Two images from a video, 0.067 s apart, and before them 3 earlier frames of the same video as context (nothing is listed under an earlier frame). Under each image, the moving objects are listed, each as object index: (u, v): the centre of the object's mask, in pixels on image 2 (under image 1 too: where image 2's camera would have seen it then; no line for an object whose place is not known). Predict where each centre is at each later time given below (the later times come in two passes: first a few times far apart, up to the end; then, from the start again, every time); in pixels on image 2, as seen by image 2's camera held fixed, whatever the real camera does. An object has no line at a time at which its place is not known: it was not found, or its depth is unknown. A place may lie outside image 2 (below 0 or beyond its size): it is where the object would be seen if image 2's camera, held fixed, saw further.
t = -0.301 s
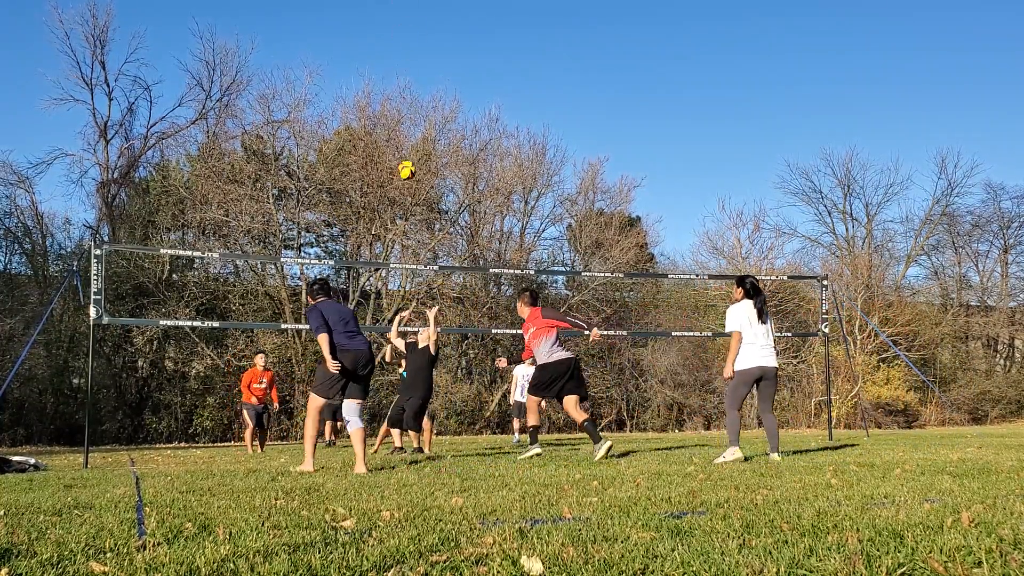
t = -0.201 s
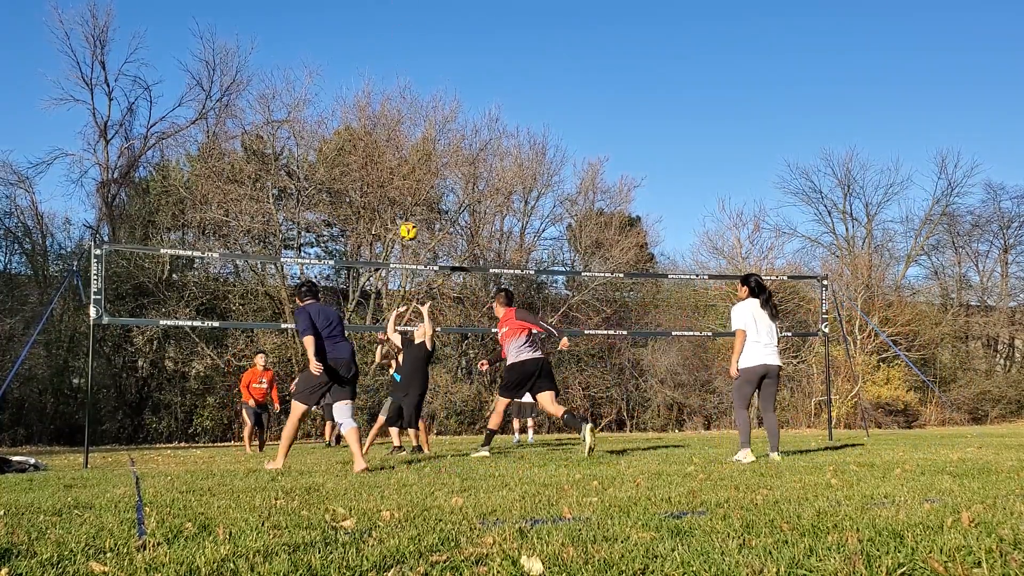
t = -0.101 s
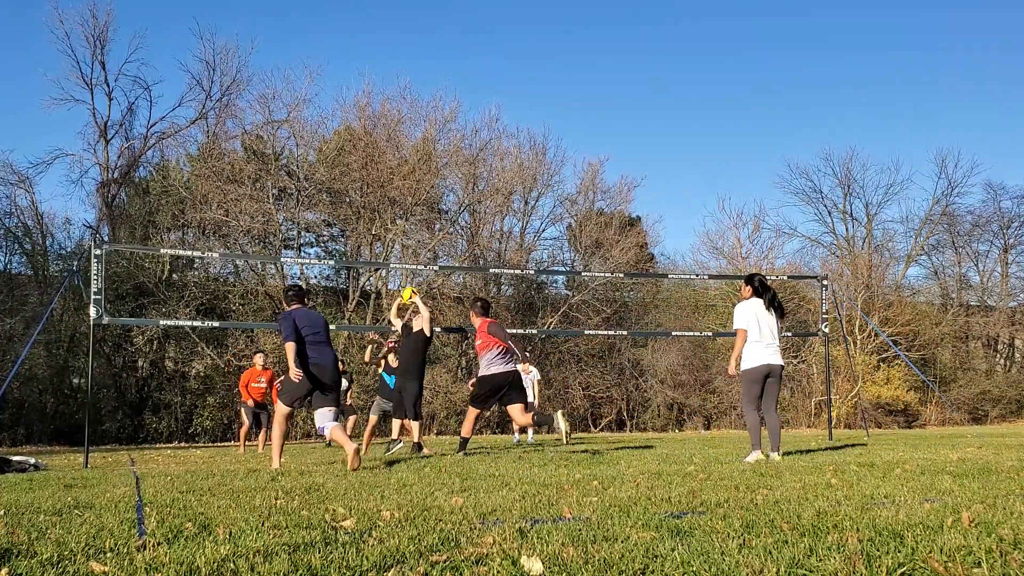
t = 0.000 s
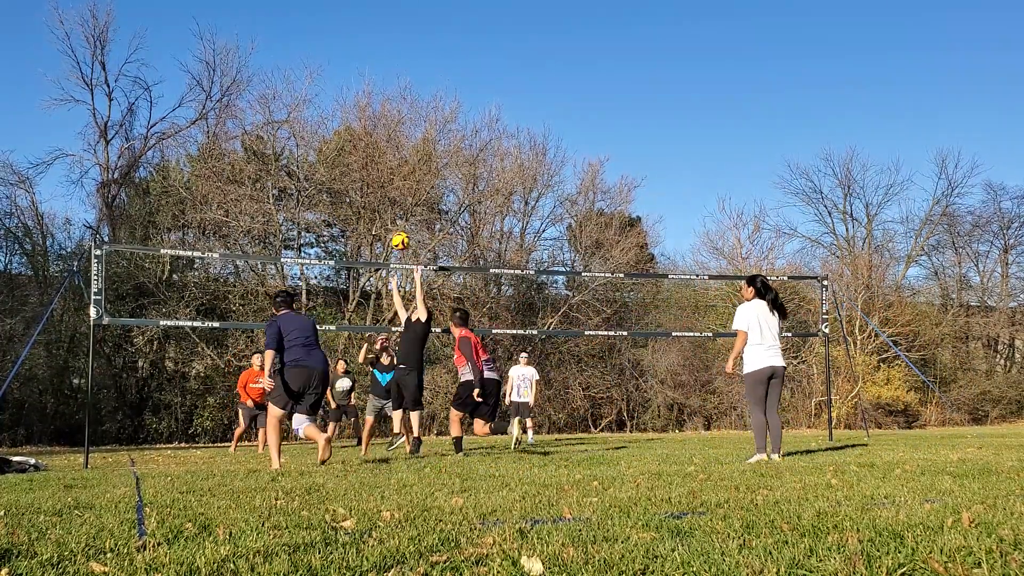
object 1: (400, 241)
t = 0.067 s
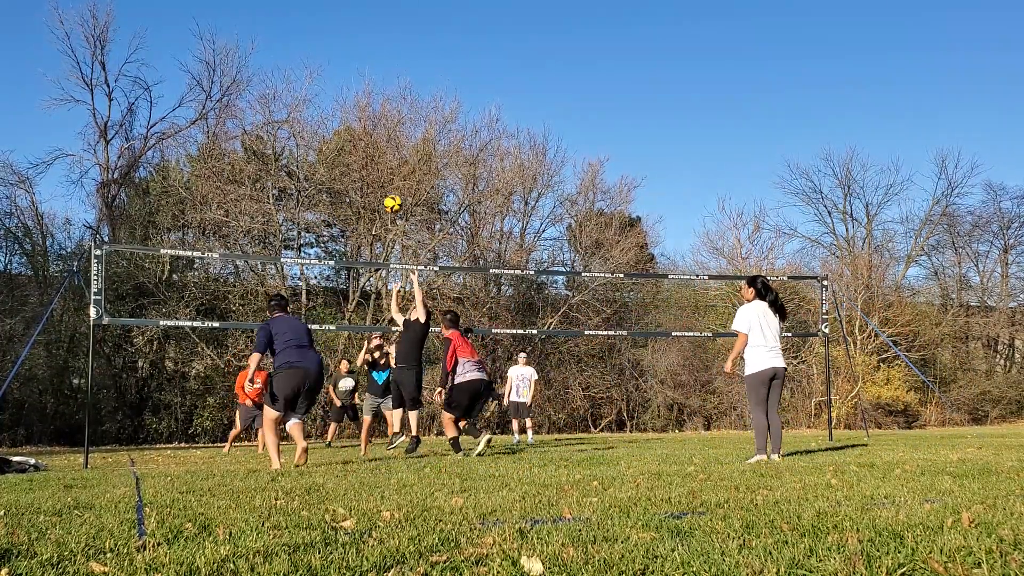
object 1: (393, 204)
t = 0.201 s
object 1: (379, 140)
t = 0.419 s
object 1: (355, 69)
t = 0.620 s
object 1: (334, 38)
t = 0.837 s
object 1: (313, 42)
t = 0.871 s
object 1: (310, 47)
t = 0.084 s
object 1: (391, 195)
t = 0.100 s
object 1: (389, 187)
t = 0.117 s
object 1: (387, 179)
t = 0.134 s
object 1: (385, 170)
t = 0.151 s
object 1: (384, 162)
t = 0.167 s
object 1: (382, 155)
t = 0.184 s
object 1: (380, 148)
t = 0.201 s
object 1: (379, 140)
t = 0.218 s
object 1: (377, 133)
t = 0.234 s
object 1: (375, 127)
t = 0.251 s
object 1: (373, 120)
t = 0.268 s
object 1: (371, 114)
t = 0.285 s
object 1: (369, 108)
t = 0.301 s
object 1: (368, 102)
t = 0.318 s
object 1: (366, 97)
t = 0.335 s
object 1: (364, 92)
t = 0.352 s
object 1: (363, 86)
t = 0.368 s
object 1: (361, 82)
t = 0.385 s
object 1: (359, 77)
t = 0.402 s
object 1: (357, 73)
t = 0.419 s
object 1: (355, 69)
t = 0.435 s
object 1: (354, 65)
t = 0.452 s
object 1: (352, 61)
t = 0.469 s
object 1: (350, 58)
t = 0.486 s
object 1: (348, 55)
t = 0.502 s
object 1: (347, 52)
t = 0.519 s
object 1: (345, 49)
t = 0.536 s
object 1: (343, 47)
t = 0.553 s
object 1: (341, 45)
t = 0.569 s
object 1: (340, 42)
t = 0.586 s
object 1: (338, 41)
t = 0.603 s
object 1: (336, 39)
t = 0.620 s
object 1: (334, 38)
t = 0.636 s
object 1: (333, 37)
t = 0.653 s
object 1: (331, 36)
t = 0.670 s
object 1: (329, 35)
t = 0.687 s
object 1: (328, 35)
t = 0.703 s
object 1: (326, 35)
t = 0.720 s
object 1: (324, 35)
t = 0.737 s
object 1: (323, 35)
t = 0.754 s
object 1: (321, 36)
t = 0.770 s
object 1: (319, 37)
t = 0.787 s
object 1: (318, 38)
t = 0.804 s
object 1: (316, 39)
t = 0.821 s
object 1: (315, 41)
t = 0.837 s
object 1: (313, 42)
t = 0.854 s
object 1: (311, 44)
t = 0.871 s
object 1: (310, 47)
